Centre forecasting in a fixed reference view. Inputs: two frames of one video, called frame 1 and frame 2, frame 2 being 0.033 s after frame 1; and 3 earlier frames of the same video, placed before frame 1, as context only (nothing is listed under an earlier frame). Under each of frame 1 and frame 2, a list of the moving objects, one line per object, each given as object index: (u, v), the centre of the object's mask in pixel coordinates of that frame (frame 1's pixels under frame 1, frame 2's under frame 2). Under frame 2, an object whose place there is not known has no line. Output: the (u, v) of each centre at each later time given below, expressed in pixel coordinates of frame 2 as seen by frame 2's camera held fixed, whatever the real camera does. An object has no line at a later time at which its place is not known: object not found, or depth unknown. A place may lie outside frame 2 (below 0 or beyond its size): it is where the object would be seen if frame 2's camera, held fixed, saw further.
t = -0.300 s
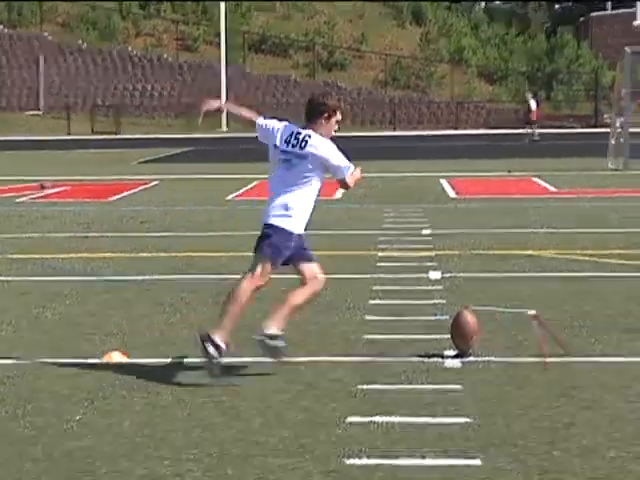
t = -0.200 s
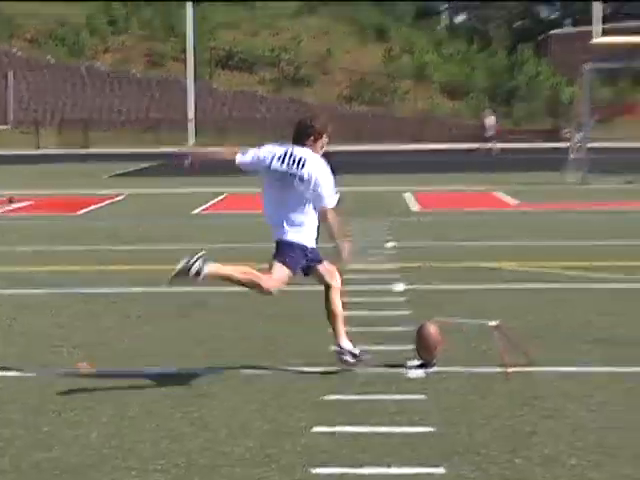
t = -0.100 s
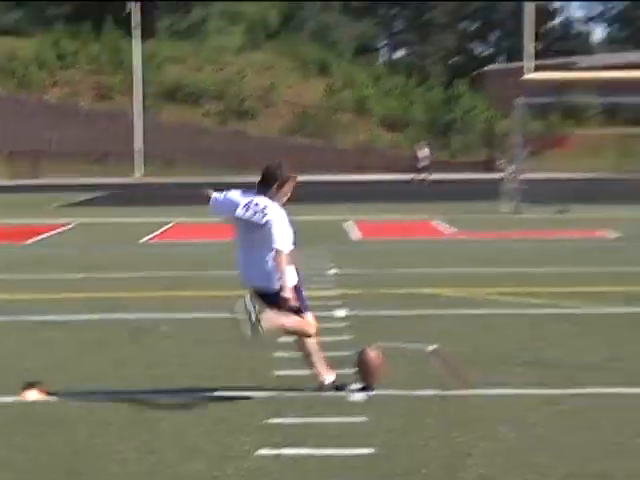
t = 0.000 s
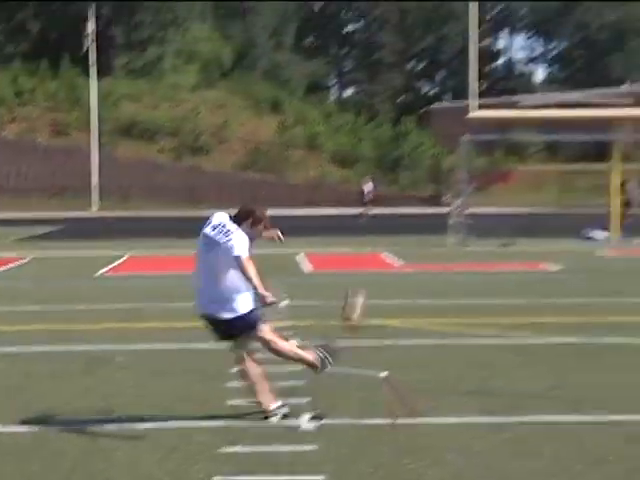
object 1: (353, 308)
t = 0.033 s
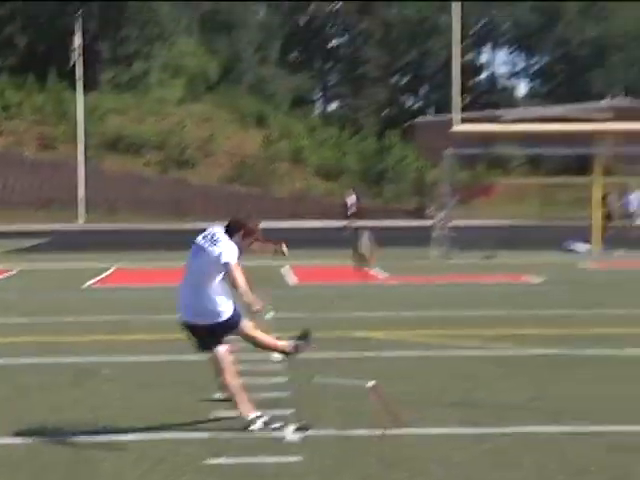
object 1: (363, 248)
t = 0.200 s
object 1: (455, 18)
